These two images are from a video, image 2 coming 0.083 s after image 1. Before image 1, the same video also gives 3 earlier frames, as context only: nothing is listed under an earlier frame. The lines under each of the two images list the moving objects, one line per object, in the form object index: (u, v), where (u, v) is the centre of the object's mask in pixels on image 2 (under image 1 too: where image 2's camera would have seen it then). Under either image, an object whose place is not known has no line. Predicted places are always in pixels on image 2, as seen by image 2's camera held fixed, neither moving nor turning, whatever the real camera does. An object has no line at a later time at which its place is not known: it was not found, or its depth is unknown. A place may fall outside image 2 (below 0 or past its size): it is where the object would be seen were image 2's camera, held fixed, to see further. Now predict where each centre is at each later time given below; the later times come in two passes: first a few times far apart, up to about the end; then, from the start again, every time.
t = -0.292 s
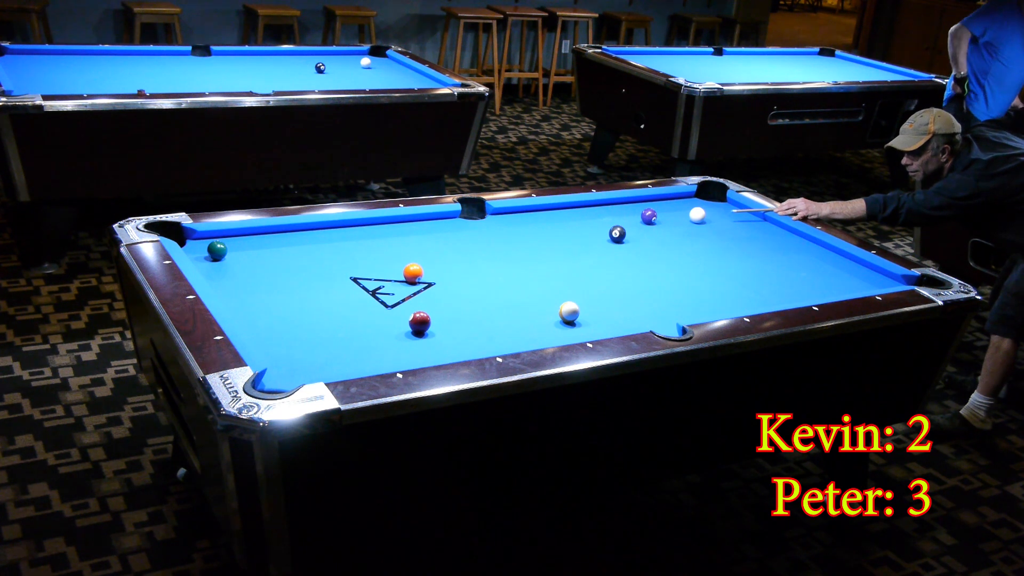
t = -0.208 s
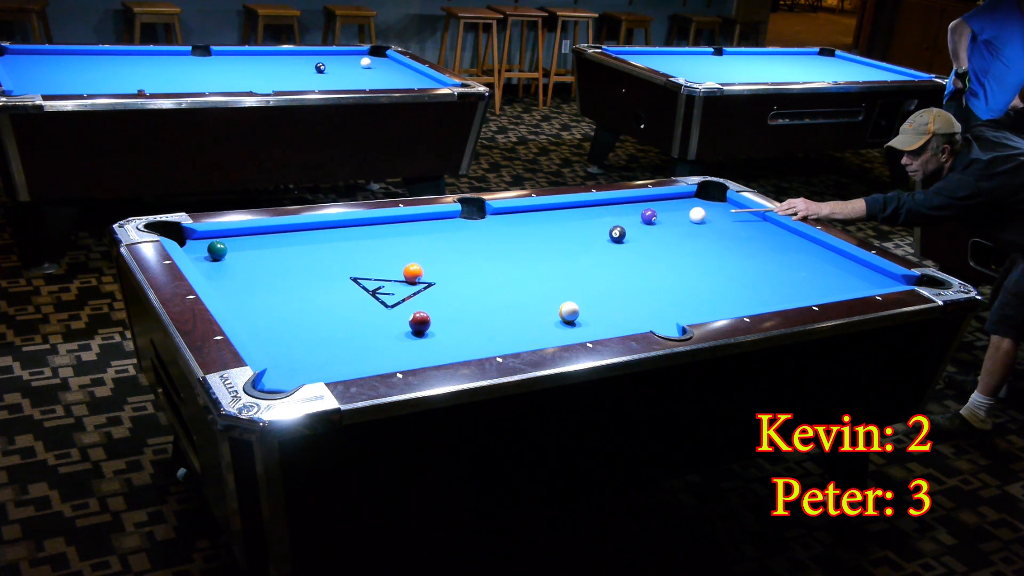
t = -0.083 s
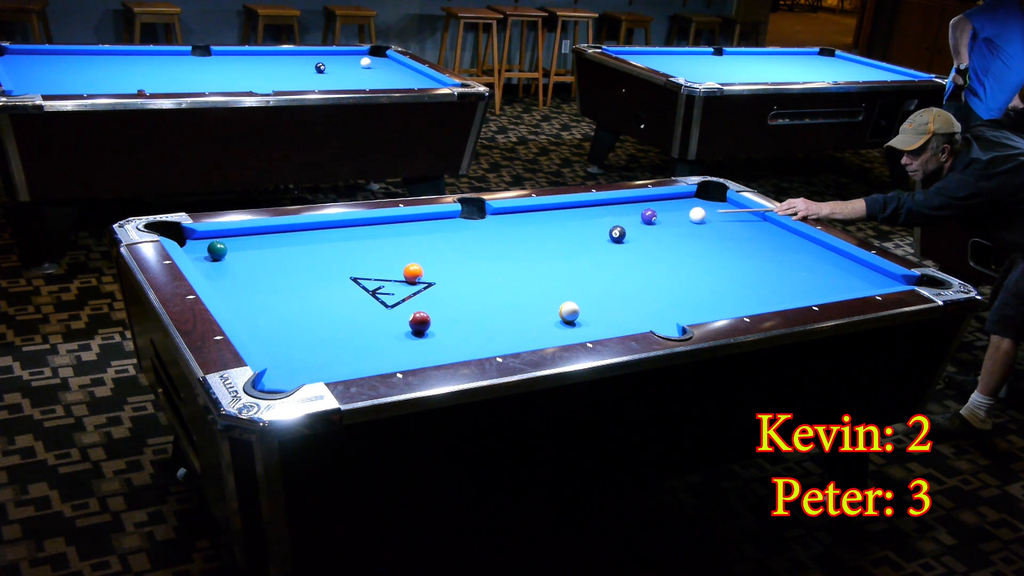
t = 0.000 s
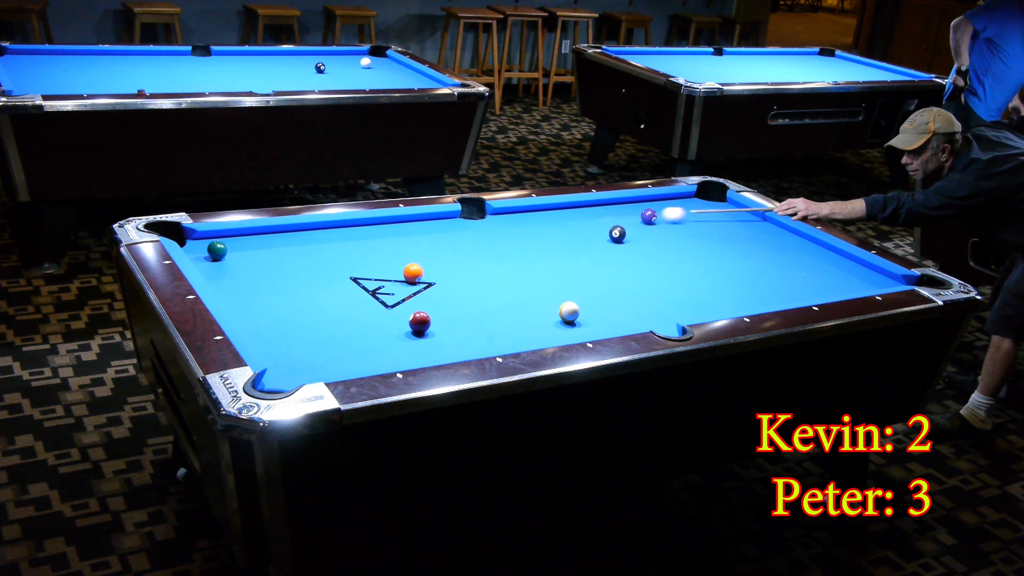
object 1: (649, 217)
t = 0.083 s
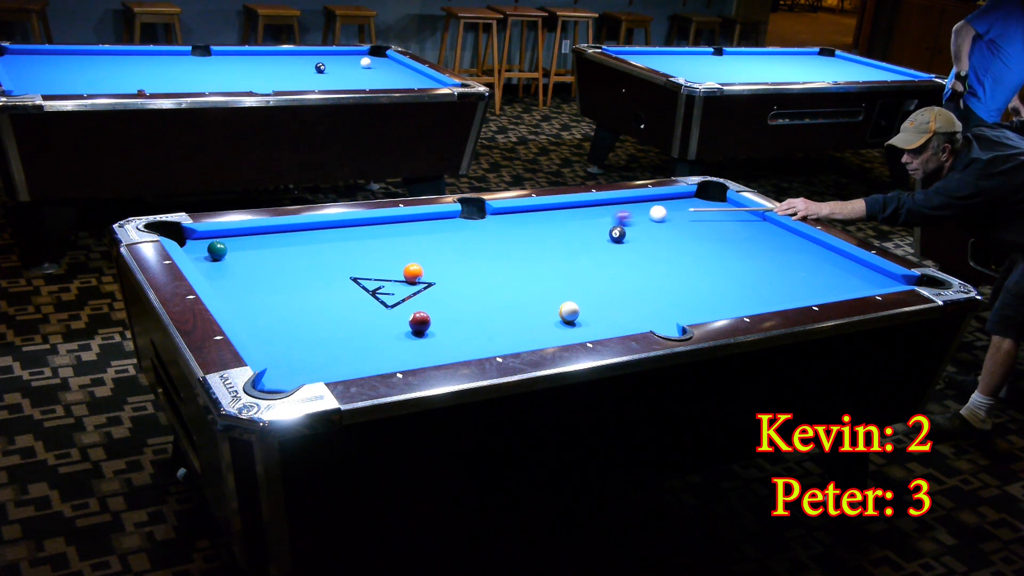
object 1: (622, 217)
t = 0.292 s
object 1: (545, 223)
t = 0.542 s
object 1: (462, 227)
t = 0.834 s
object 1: (361, 233)
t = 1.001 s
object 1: (299, 236)
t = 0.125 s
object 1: (605, 219)
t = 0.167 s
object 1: (589, 220)
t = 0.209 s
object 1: (574, 221)
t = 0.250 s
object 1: (558, 222)
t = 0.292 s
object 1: (545, 223)
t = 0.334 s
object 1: (532, 224)
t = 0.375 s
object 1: (519, 224)
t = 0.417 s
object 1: (504, 225)
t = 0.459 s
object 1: (491, 226)
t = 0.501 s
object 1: (477, 227)
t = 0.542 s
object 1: (462, 227)
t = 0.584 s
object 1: (448, 229)
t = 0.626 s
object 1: (434, 230)
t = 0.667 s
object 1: (420, 230)
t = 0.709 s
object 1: (404, 231)
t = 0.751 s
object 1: (390, 232)
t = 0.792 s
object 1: (376, 233)
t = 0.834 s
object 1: (361, 233)
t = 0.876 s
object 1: (345, 234)
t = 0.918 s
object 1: (330, 235)
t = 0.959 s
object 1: (316, 236)
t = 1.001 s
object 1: (299, 236)
